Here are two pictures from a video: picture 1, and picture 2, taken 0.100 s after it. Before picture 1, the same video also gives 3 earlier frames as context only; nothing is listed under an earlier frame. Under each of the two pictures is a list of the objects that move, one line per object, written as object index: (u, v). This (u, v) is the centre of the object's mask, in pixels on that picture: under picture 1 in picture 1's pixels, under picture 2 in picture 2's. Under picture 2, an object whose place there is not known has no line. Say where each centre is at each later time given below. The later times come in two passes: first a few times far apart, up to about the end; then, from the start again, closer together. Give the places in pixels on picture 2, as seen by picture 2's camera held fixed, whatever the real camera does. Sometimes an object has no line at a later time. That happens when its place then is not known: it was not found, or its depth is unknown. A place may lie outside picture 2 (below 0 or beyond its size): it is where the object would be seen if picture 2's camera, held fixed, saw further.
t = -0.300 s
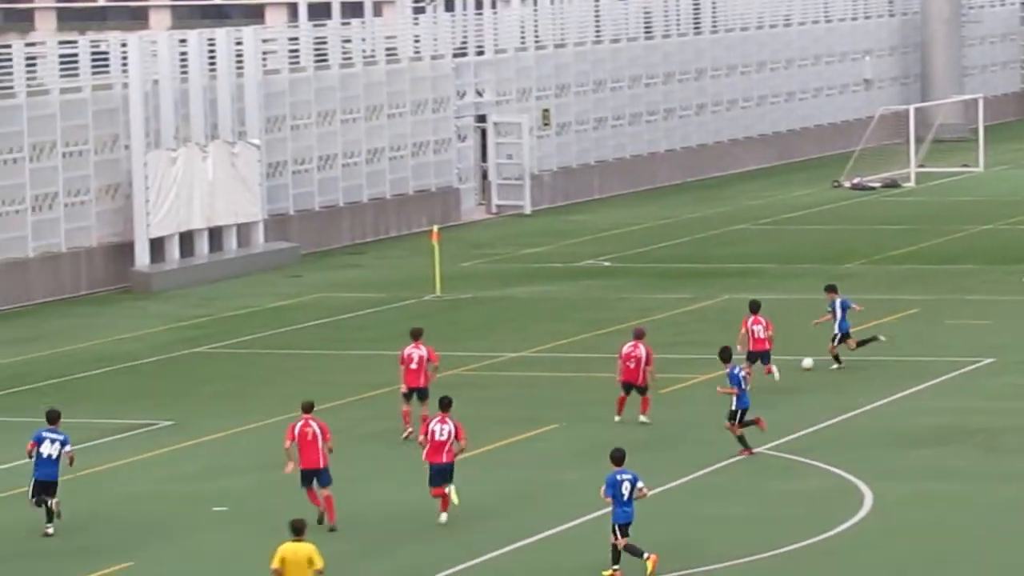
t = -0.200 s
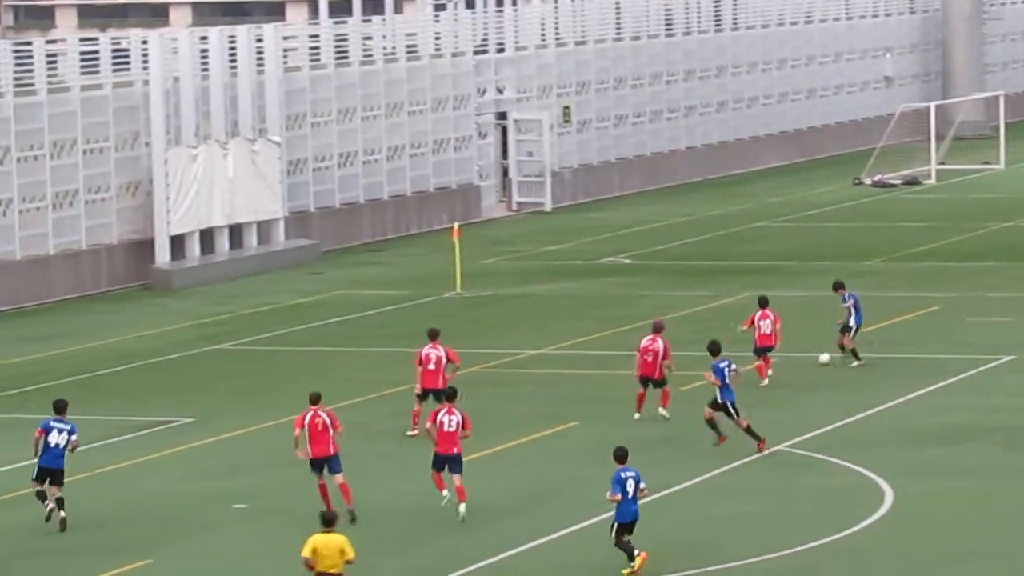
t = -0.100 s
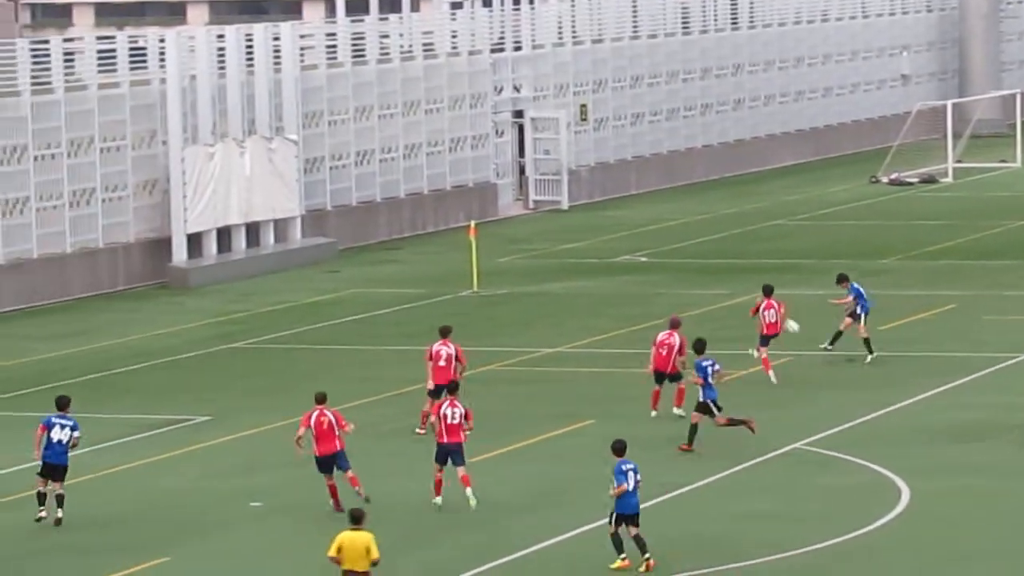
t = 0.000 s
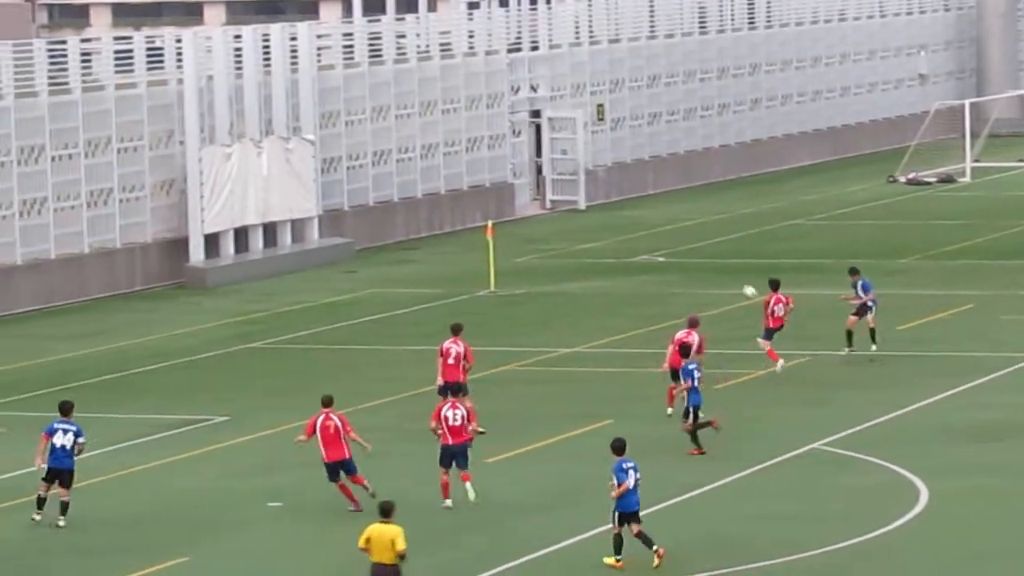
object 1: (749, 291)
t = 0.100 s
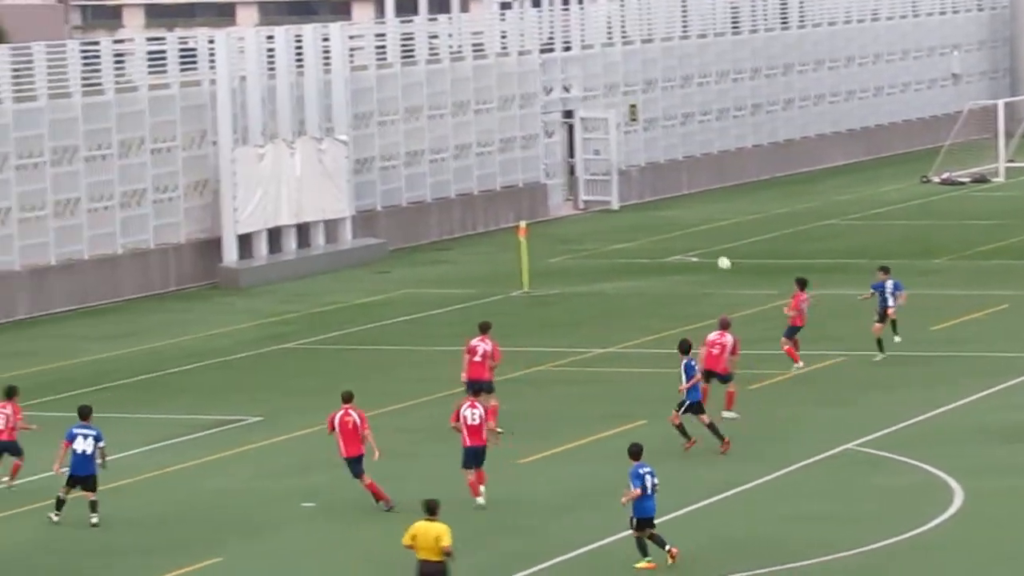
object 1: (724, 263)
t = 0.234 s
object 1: (646, 233)
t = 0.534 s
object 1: (476, 203)
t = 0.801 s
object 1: (330, 222)
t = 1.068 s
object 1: (187, 288)
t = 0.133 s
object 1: (705, 254)
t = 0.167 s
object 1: (685, 247)
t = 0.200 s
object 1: (666, 239)
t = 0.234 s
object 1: (646, 233)
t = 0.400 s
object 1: (551, 210)
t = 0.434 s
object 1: (532, 207)
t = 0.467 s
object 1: (514, 205)
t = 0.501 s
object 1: (495, 204)
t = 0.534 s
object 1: (476, 203)
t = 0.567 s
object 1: (458, 202)
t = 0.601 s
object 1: (439, 203)
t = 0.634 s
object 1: (421, 204)
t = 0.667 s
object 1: (403, 207)
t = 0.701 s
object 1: (385, 210)
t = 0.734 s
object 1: (367, 213)
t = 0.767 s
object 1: (349, 216)
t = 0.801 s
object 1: (330, 222)
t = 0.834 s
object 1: (312, 227)
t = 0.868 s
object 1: (295, 233)
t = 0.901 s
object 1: (277, 241)
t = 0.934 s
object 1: (257, 248)
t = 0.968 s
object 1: (241, 257)
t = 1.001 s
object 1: (222, 267)
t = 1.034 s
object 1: (204, 277)
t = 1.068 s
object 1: (187, 288)
